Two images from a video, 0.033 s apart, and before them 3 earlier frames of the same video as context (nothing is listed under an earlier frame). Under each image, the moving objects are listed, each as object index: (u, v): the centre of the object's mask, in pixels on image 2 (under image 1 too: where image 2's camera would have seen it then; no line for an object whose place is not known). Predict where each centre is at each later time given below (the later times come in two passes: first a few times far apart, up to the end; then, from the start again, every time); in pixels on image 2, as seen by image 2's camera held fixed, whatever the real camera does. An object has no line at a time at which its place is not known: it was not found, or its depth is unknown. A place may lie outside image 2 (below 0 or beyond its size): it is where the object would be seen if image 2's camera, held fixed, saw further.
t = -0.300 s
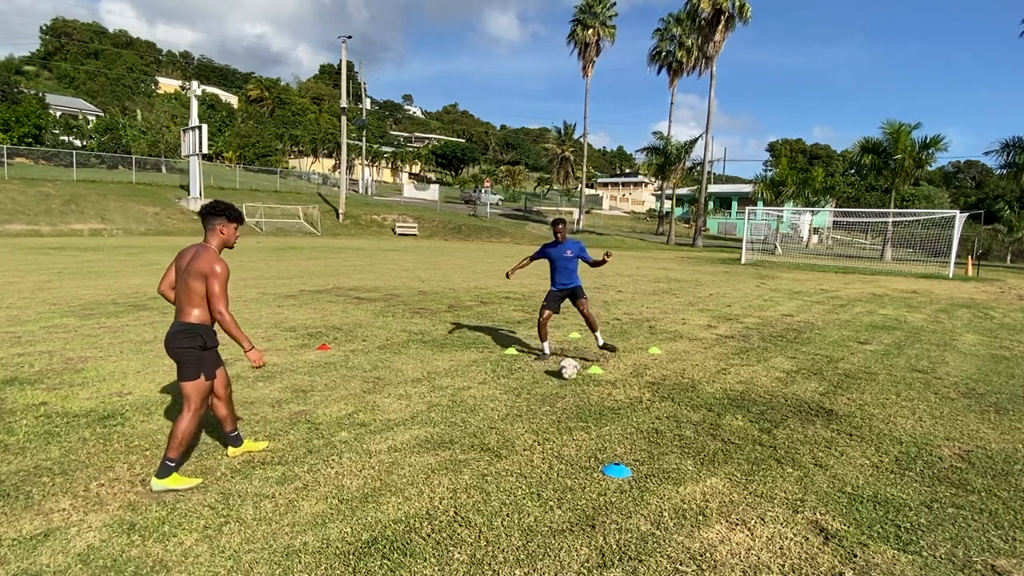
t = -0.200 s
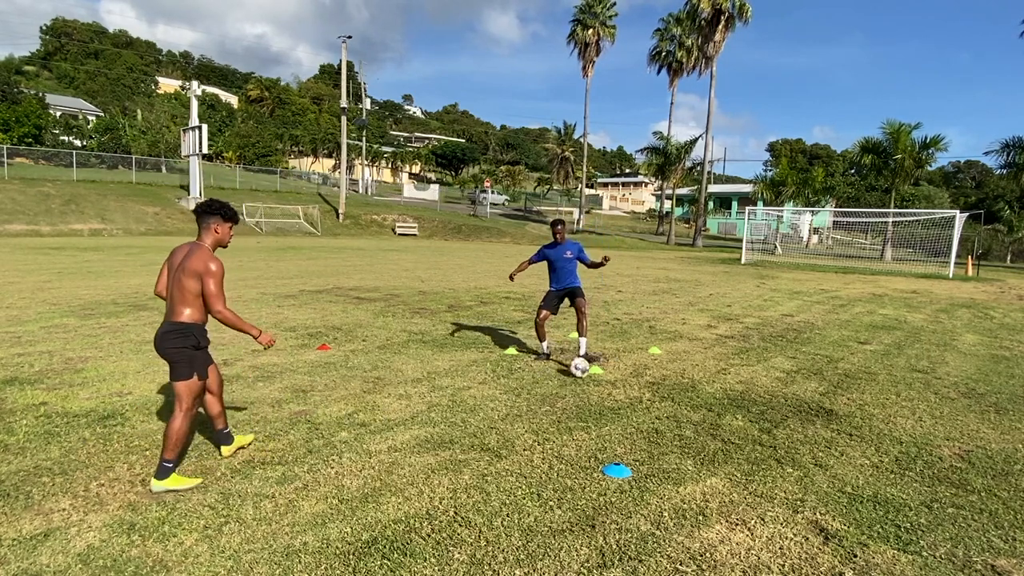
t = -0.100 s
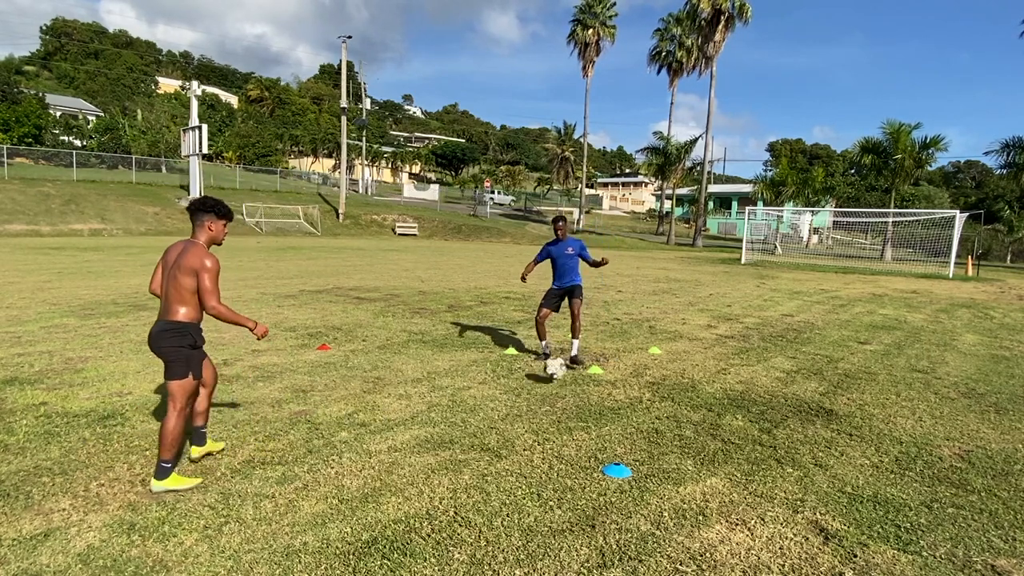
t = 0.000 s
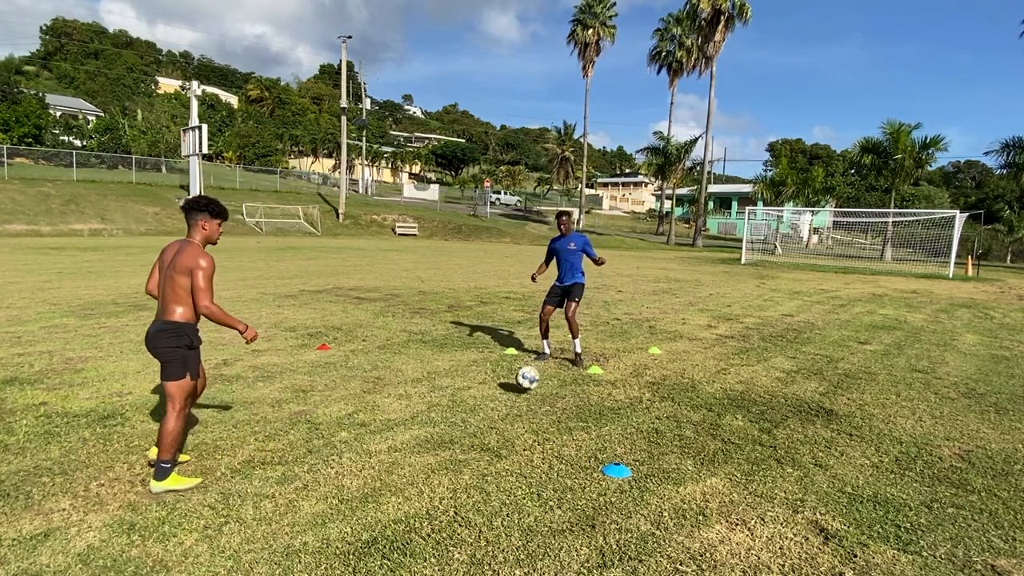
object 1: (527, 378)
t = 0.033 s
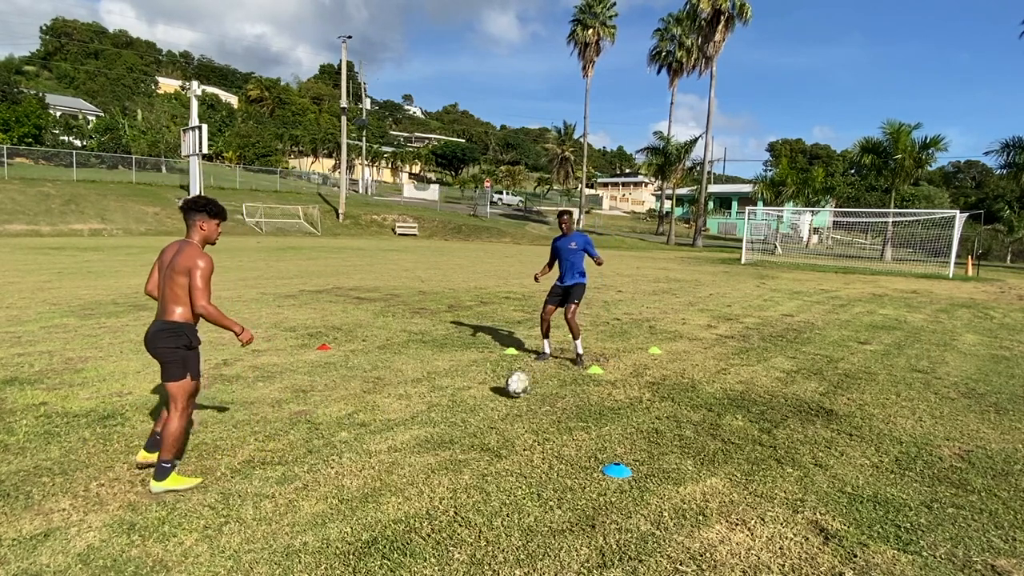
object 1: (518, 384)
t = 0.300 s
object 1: (434, 410)
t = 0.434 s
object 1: (381, 430)
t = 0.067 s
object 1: (506, 391)
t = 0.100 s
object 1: (498, 393)
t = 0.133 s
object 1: (488, 392)
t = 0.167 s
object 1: (478, 393)
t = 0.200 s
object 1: (467, 395)
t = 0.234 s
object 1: (457, 398)
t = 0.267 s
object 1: (445, 404)
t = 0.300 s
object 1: (434, 410)
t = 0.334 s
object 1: (421, 417)
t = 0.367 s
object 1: (408, 424)
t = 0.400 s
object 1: (395, 427)
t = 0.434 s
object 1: (381, 430)
